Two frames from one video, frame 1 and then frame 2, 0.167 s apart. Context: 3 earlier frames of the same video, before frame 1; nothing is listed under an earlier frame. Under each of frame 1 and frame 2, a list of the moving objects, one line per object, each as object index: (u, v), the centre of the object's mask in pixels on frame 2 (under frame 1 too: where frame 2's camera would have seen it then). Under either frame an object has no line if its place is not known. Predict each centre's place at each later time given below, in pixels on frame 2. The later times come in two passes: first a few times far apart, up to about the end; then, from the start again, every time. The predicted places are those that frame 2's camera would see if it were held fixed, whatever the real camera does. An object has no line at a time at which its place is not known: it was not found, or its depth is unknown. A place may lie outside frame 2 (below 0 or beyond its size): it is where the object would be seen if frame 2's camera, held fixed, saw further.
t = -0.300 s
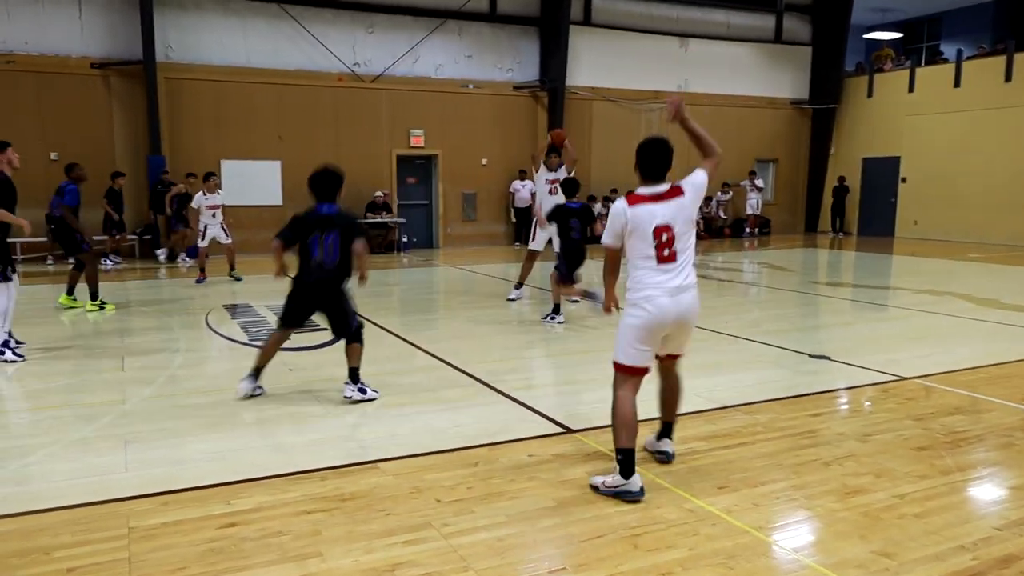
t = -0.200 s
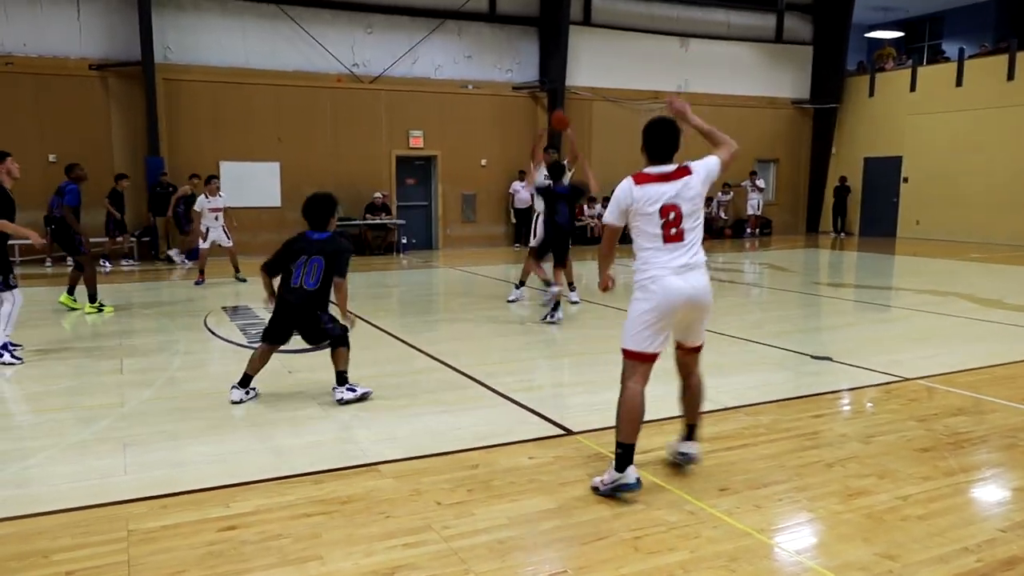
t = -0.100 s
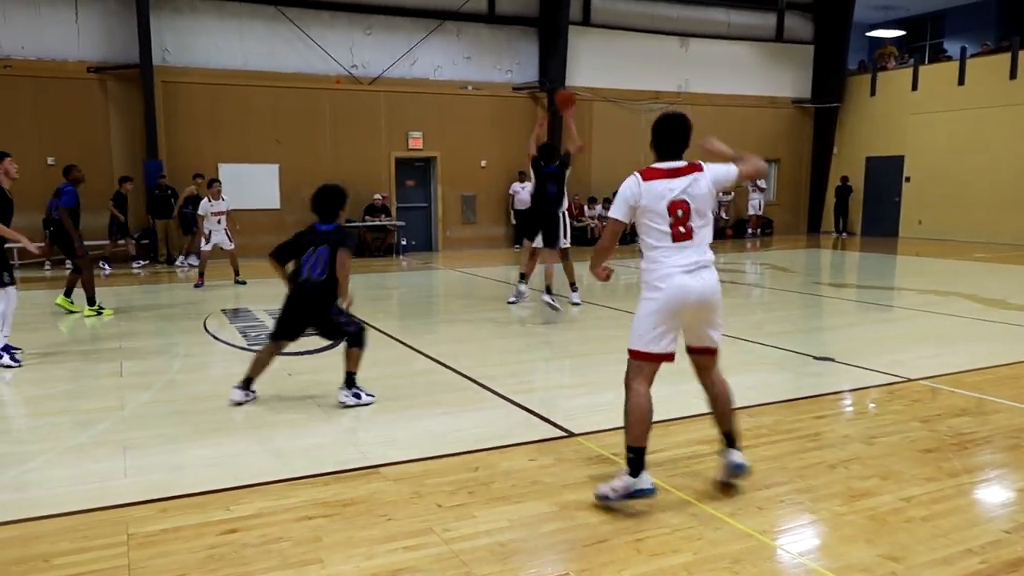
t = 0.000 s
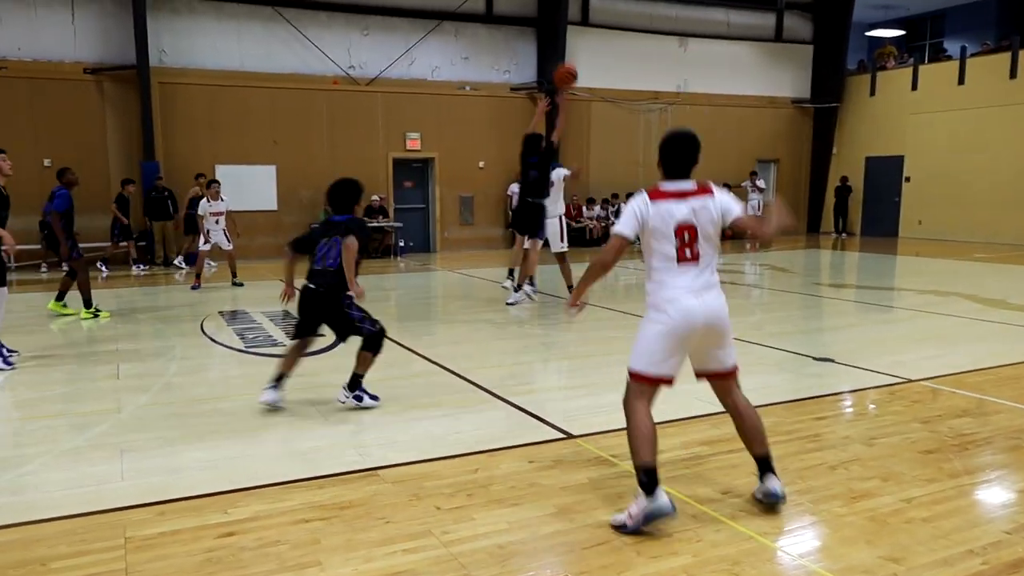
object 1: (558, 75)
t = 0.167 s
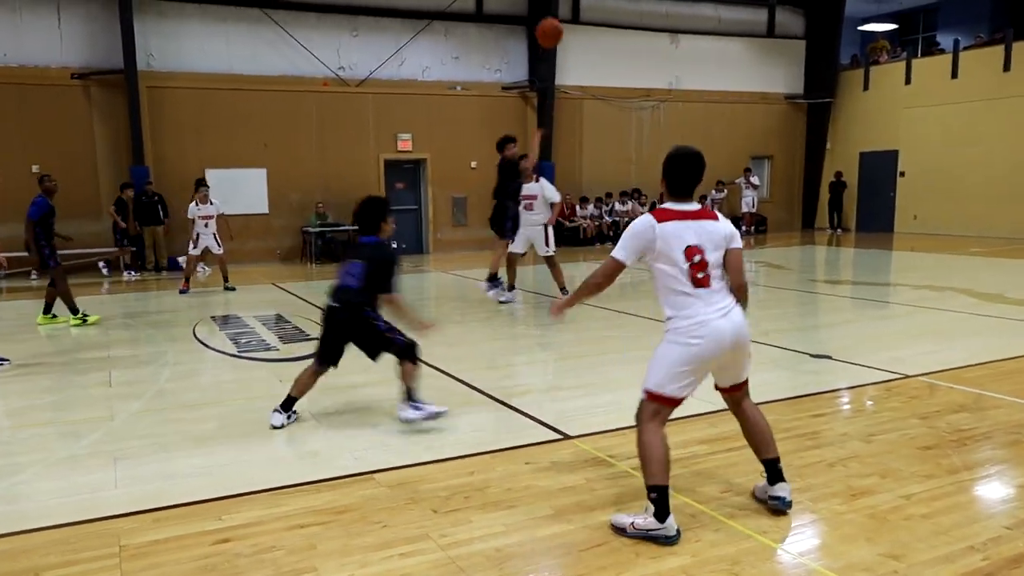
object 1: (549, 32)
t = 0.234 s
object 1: (545, 23)
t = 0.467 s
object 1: (531, 32)
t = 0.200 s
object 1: (547, 27)
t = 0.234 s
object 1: (545, 23)
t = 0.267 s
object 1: (542, 19)
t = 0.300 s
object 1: (540, 17)
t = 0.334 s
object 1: (538, 17)
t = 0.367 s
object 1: (536, 18)
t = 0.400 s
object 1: (534, 21)
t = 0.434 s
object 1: (532, 25)
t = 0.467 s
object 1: (531, 32)
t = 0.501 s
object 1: (530, 39)
